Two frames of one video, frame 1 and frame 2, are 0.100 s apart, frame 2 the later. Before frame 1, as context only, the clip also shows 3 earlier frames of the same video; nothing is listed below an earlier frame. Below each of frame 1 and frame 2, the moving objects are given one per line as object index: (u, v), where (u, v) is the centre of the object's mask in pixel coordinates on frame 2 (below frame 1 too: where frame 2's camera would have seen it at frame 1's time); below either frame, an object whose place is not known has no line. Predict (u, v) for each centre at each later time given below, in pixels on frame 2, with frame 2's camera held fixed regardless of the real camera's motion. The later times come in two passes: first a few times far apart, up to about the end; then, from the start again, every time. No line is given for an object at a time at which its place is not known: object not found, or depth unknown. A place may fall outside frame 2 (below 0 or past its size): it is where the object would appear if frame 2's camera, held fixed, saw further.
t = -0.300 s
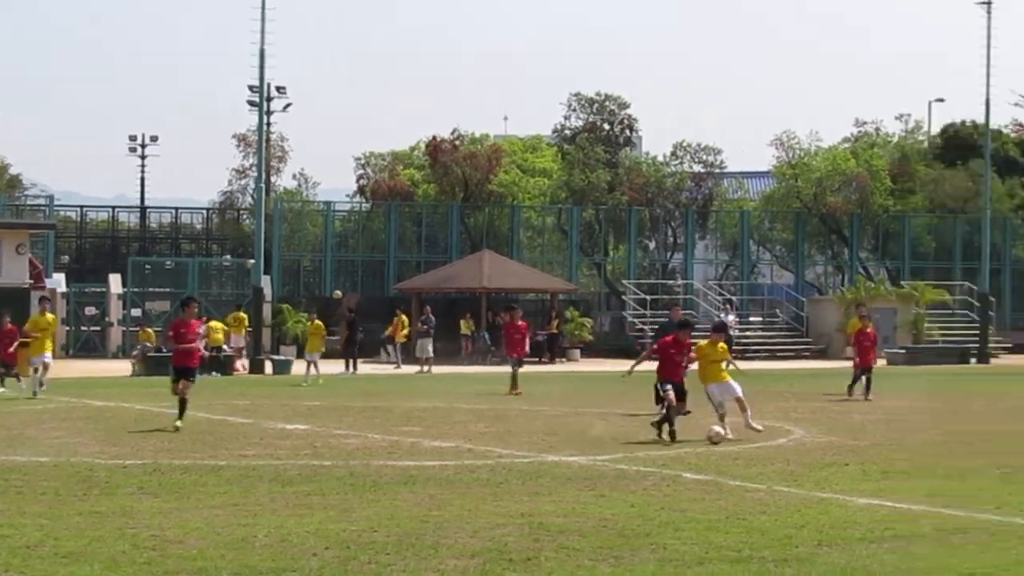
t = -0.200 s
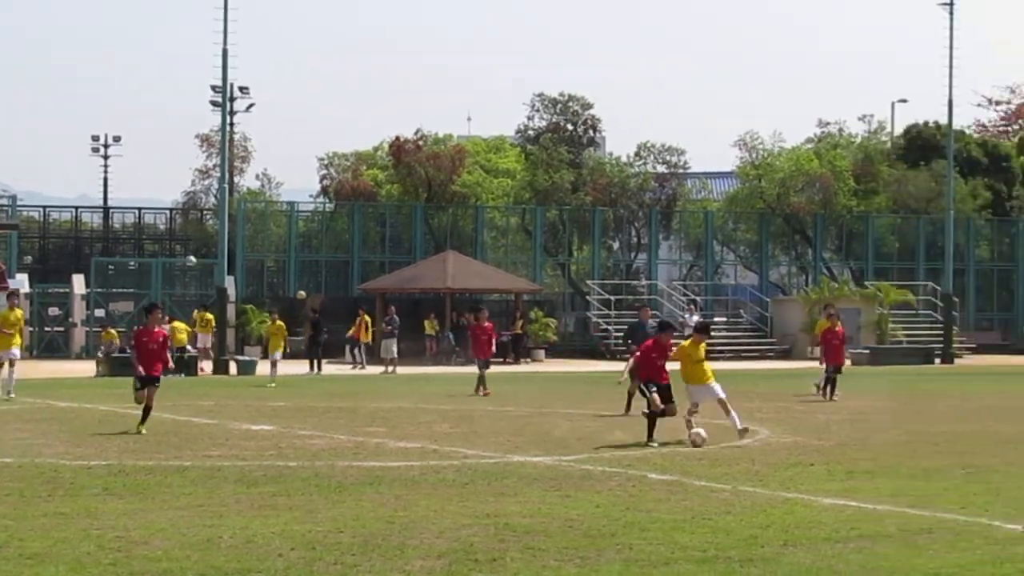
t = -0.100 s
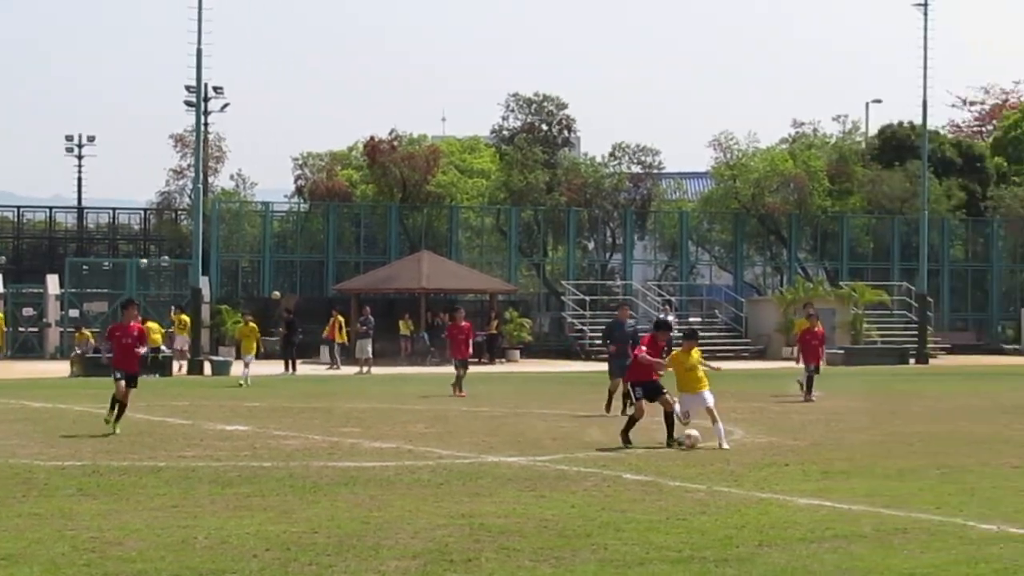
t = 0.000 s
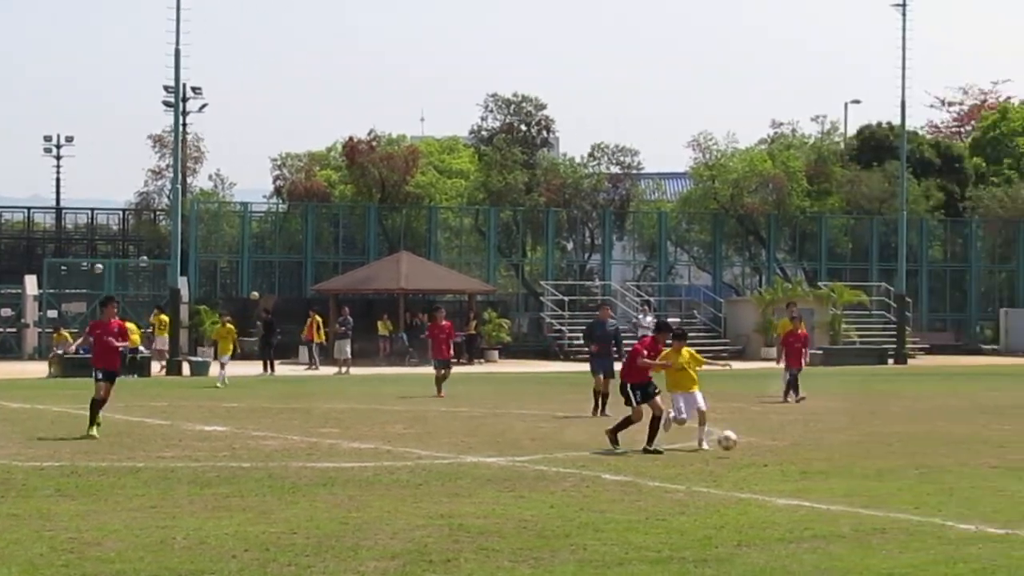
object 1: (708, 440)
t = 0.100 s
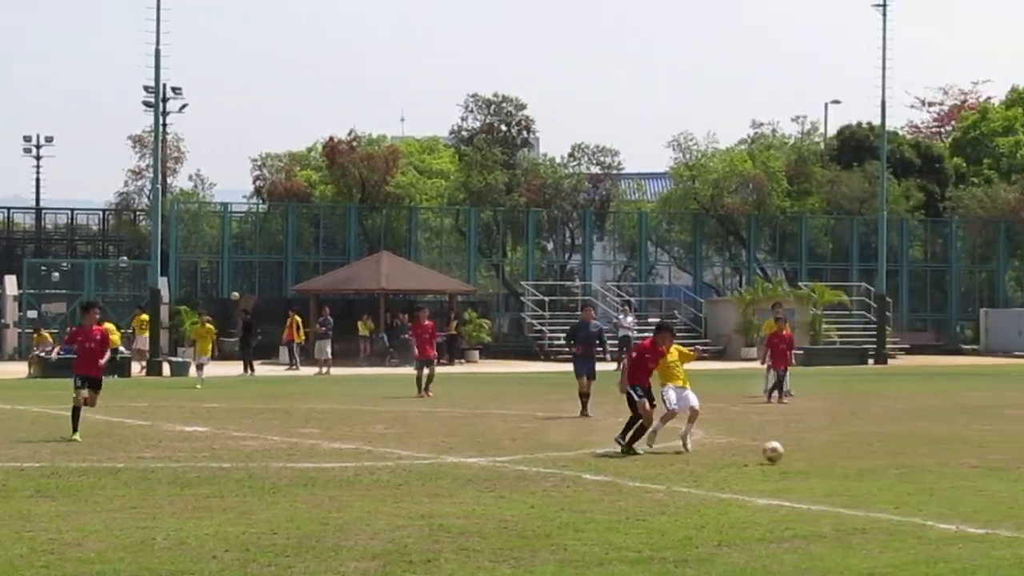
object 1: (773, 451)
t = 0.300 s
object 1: (902, 468)
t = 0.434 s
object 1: (987, 478)
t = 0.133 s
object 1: (795, 457)
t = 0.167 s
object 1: (816, 458)
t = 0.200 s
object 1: (837, 460)
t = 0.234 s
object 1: (859, 463)
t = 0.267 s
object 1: (881, 466)
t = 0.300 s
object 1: (902, 468)
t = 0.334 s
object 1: (922, 469)
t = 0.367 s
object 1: (945, 473)
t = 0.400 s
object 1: (966, 478)
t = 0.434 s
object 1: (987, 478)
